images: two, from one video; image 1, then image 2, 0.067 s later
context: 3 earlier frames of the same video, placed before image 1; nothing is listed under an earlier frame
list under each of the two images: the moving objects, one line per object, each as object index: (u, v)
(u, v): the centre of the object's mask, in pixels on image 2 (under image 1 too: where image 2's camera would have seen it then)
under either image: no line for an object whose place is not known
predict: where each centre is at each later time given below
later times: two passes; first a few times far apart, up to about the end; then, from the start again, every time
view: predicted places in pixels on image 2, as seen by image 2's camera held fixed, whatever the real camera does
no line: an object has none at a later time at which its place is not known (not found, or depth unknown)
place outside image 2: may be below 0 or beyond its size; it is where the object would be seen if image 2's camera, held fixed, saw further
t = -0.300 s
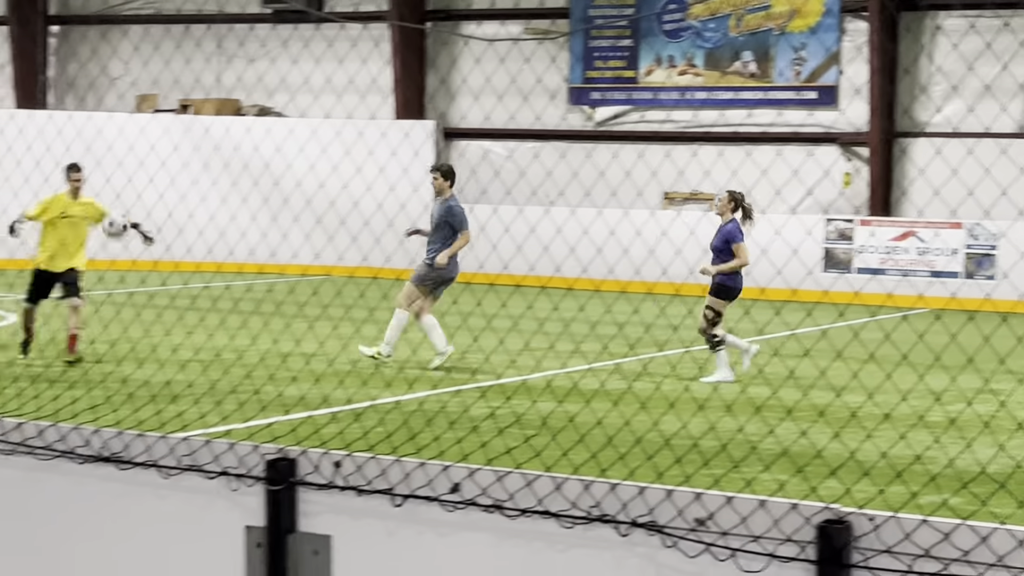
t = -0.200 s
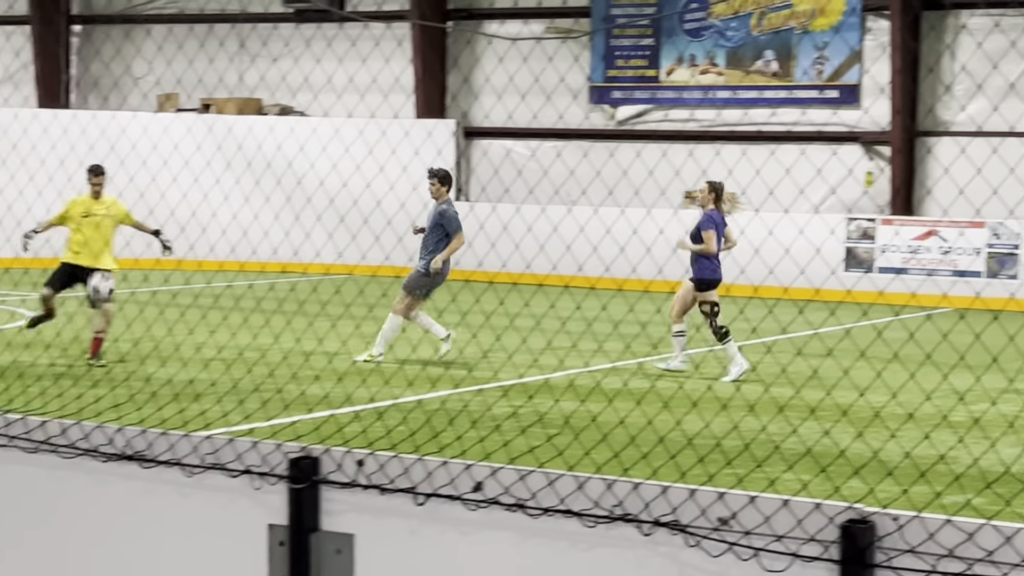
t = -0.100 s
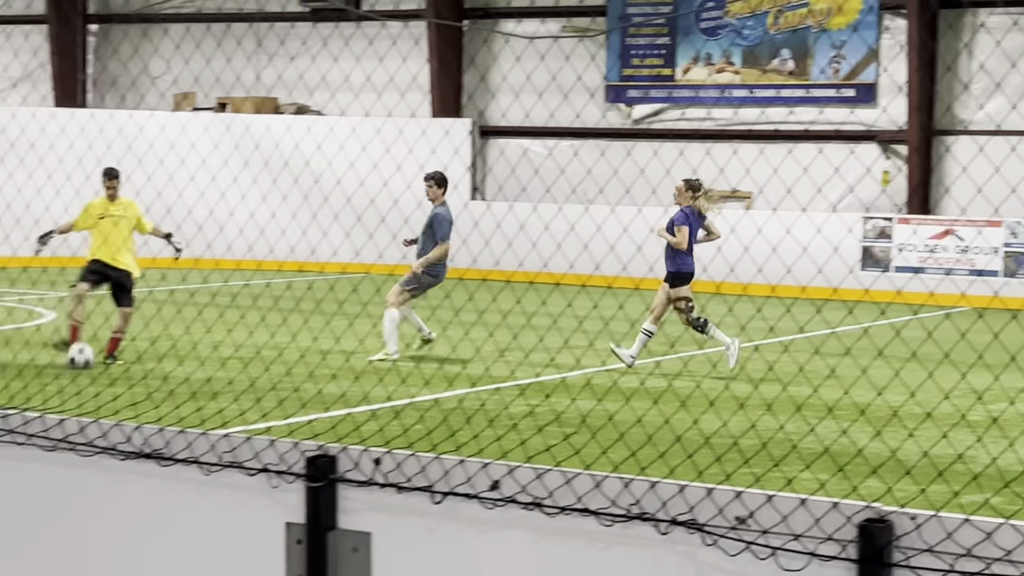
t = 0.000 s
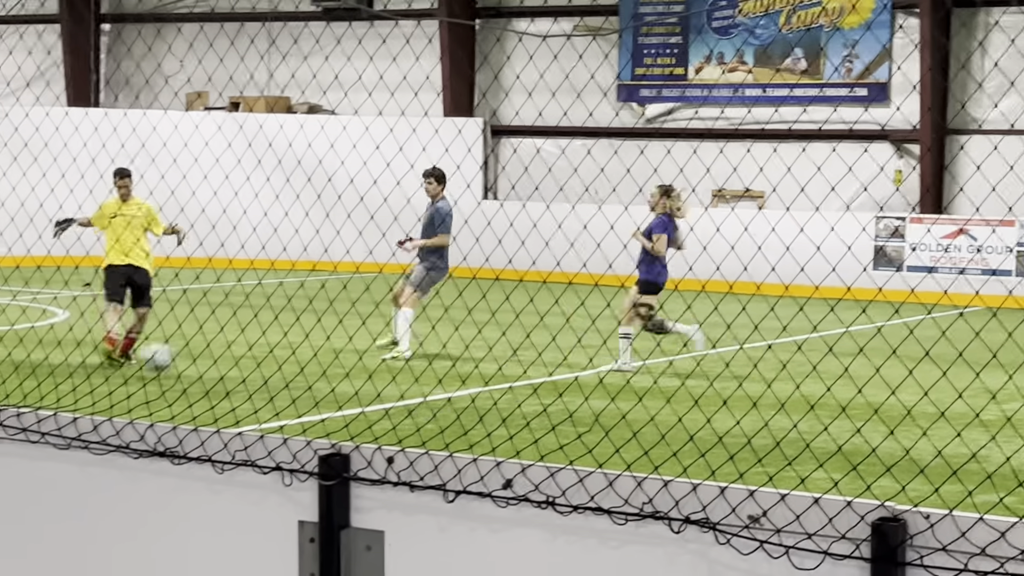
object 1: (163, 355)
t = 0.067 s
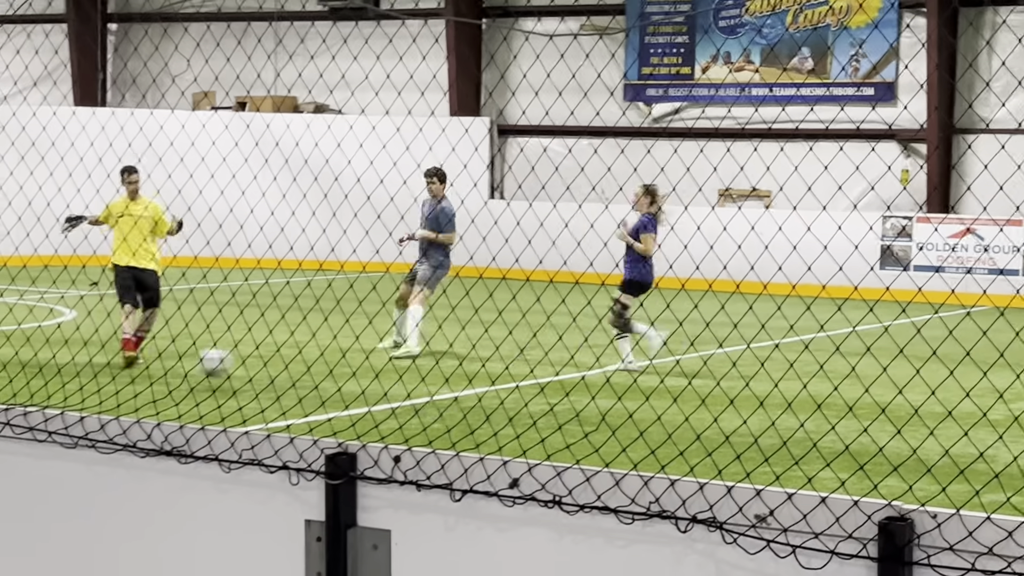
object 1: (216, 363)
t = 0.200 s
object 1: (325, 393)
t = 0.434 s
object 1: (529, 428)
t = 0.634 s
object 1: (717, 460)
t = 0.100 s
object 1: (240, 368)
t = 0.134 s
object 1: (268, 375)
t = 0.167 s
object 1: (295, 383)
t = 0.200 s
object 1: (325, 393)
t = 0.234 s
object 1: (352, 396)
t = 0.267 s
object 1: (380, 395)
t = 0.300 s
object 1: (407, 398)
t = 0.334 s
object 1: (435, 403)
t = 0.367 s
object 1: (467, 410)
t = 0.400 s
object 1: (496, 417)
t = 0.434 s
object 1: (529, 428)
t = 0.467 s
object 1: (558, 433)
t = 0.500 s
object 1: (587, 434)
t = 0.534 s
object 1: (619, 438)
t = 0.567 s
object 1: (651, 444)
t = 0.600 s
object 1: (684, 454)
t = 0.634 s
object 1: (717, 460)
